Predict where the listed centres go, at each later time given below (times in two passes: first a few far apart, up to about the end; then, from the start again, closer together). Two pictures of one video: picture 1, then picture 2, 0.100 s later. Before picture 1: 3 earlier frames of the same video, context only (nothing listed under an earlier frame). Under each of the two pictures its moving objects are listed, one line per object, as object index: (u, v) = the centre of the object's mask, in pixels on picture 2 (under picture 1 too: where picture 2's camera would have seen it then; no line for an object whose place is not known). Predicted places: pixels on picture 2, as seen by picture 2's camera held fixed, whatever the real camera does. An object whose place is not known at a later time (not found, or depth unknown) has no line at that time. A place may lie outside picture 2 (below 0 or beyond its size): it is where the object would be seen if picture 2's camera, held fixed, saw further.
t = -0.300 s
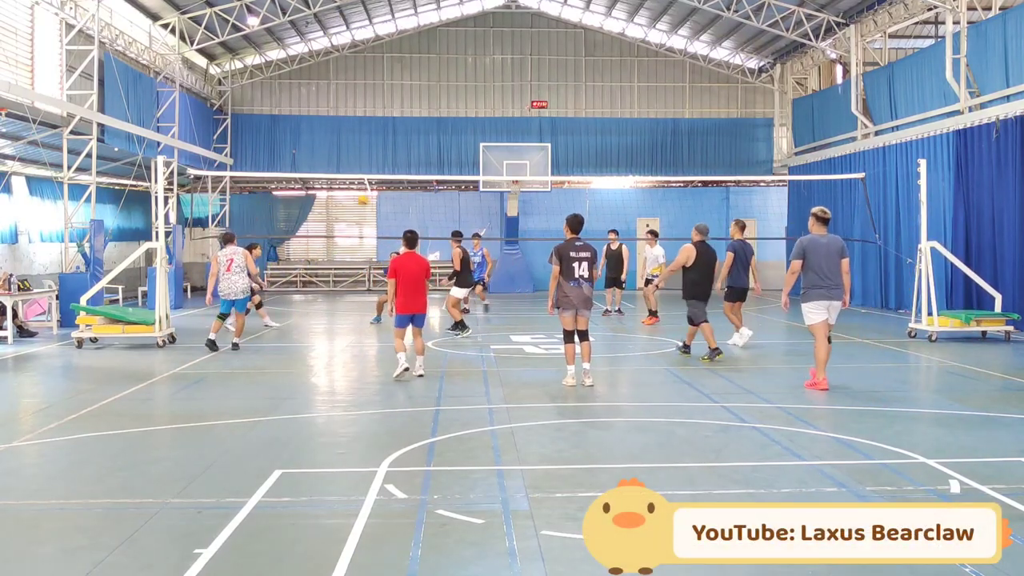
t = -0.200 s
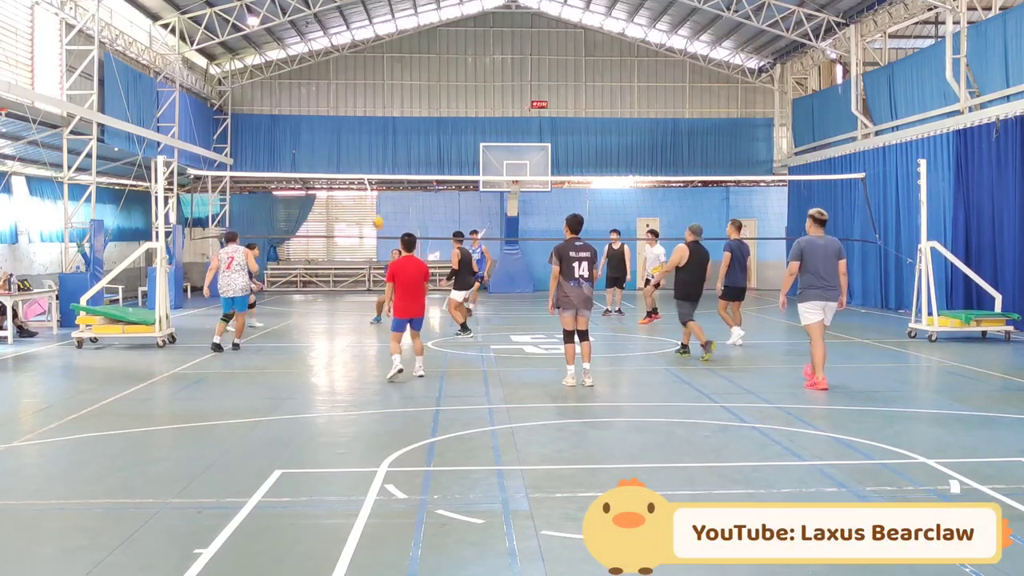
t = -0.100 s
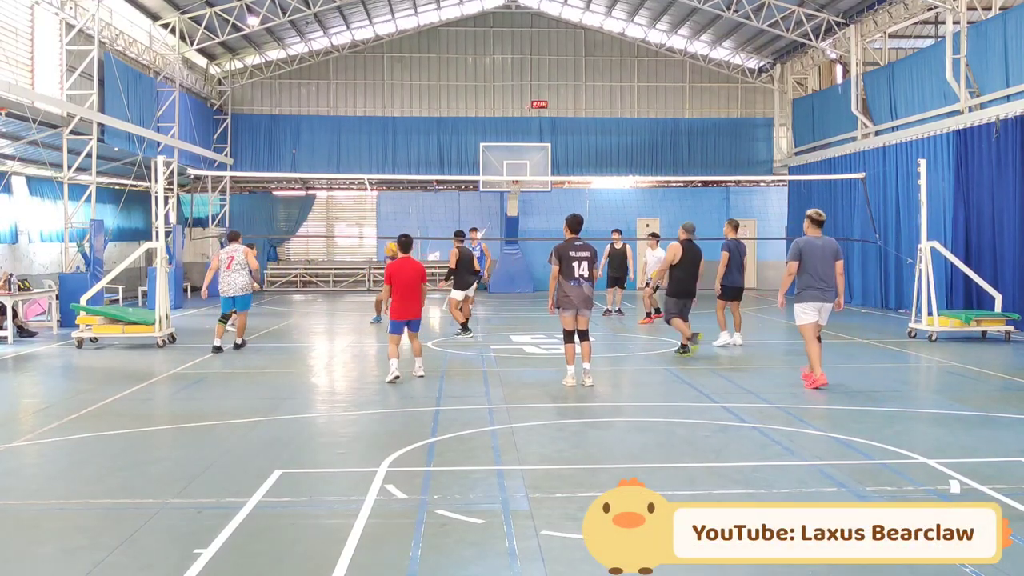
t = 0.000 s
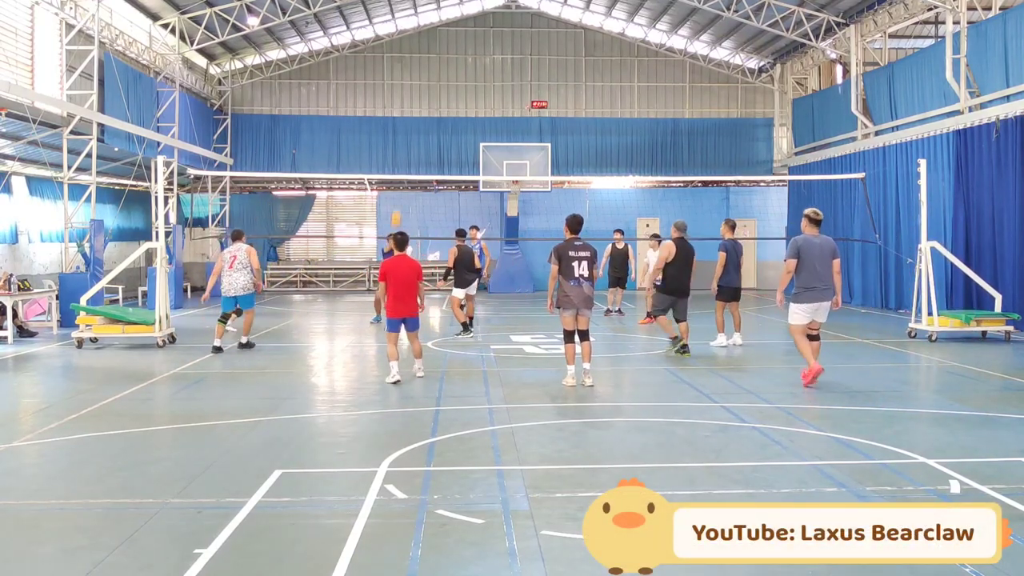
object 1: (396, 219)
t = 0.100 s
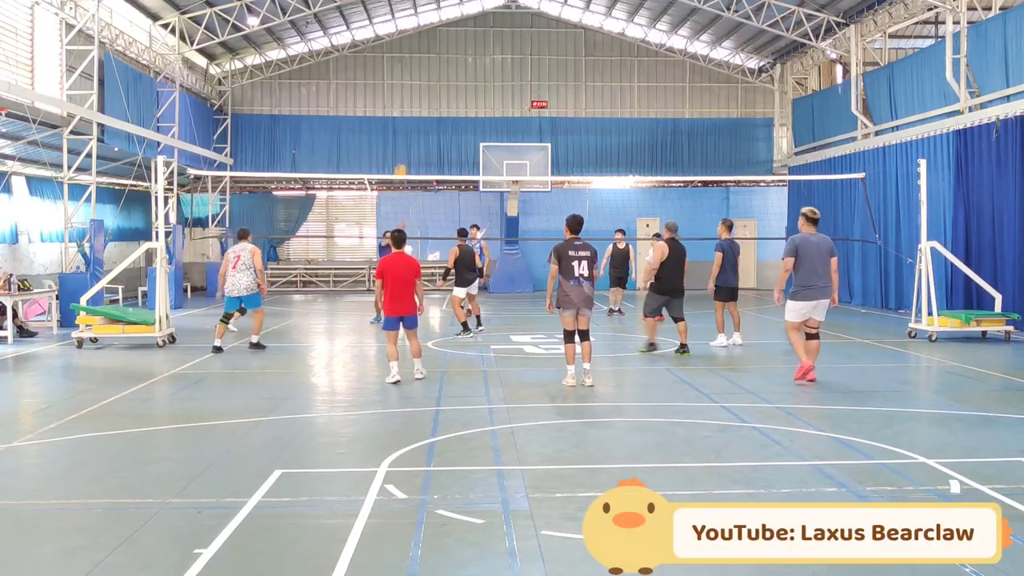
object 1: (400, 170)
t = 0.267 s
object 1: (407, 111)
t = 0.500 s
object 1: (417, 52)
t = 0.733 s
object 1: (428, 26)
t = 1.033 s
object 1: (443, 35)
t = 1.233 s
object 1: (453, 69)
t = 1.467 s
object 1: (463, 135)
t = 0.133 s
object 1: (401, 159)
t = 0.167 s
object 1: (402, 146)
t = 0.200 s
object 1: (404, 134)
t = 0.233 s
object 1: (405, 123)
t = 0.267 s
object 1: (407, 111)
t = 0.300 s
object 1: (408, 101)
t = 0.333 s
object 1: (409, 91)
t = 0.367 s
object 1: (411, 82)
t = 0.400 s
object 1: (413, 74)
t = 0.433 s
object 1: (414, 66)
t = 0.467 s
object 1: (416, 58)
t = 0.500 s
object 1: (417, 52)
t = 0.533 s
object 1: (419, 46)
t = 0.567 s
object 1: (420, 41)
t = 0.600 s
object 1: (422, 37)
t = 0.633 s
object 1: (424, 33)
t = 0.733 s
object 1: (428, 26)
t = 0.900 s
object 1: (437, 26)
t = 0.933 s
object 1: (439, 27)
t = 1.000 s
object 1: (442, 31)
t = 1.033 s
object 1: (443, 35)
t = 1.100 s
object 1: (447, 44)
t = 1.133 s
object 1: (448, 49)
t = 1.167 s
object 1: (450, 55)
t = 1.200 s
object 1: (452, 61)
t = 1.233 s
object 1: (453, 69)
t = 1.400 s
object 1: (461, 114)
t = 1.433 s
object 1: (462, 125)
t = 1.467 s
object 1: (463, 135)
